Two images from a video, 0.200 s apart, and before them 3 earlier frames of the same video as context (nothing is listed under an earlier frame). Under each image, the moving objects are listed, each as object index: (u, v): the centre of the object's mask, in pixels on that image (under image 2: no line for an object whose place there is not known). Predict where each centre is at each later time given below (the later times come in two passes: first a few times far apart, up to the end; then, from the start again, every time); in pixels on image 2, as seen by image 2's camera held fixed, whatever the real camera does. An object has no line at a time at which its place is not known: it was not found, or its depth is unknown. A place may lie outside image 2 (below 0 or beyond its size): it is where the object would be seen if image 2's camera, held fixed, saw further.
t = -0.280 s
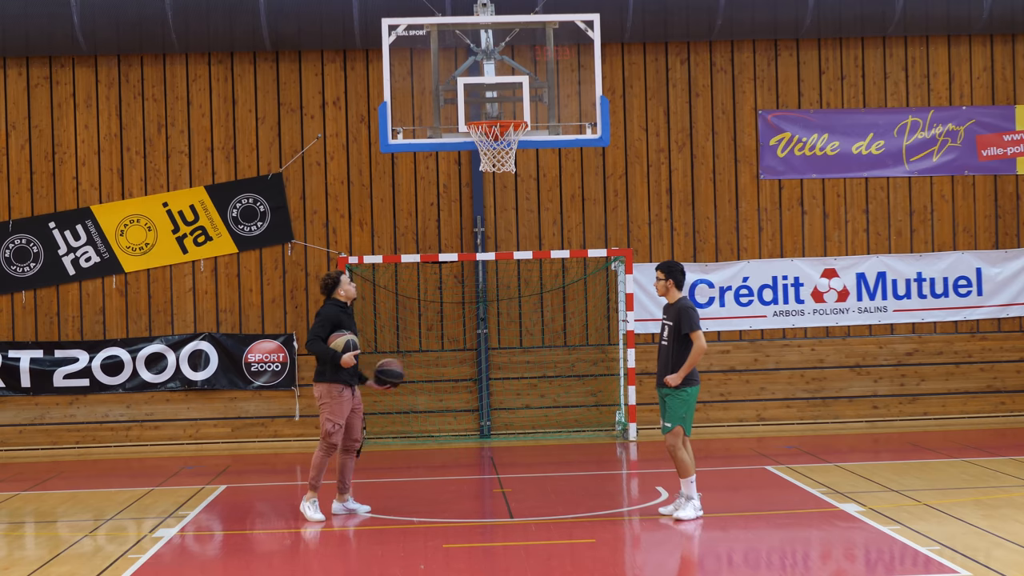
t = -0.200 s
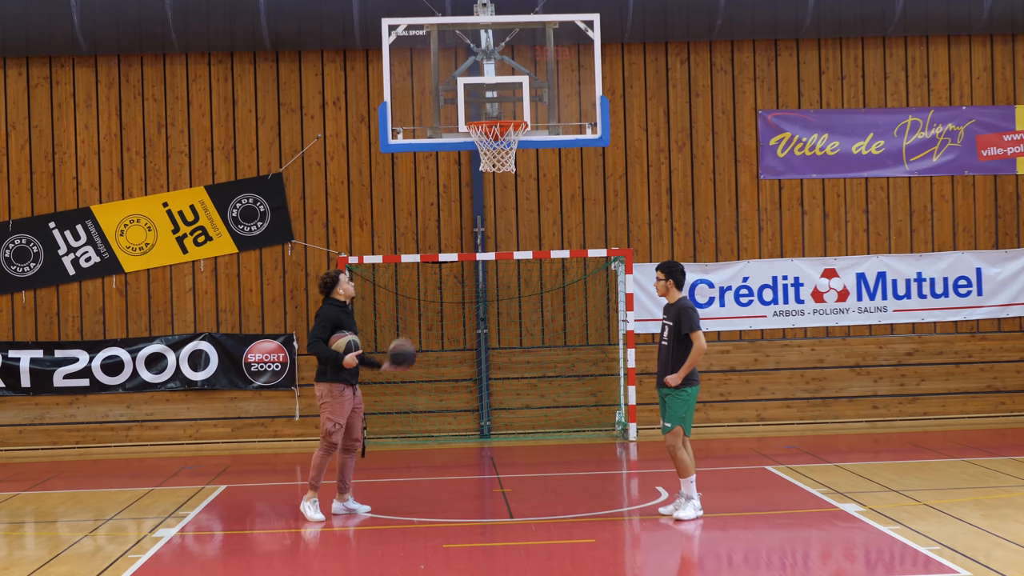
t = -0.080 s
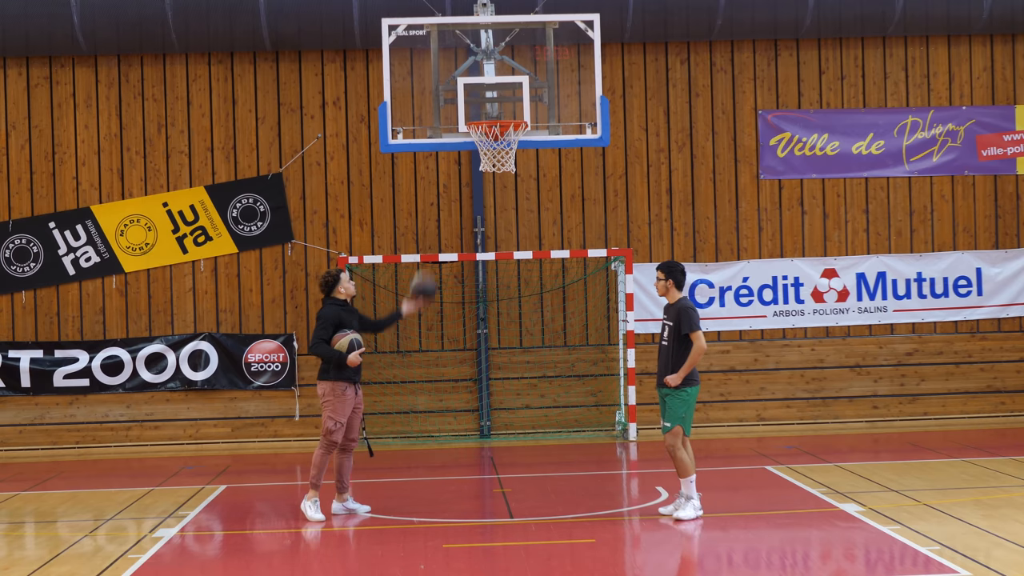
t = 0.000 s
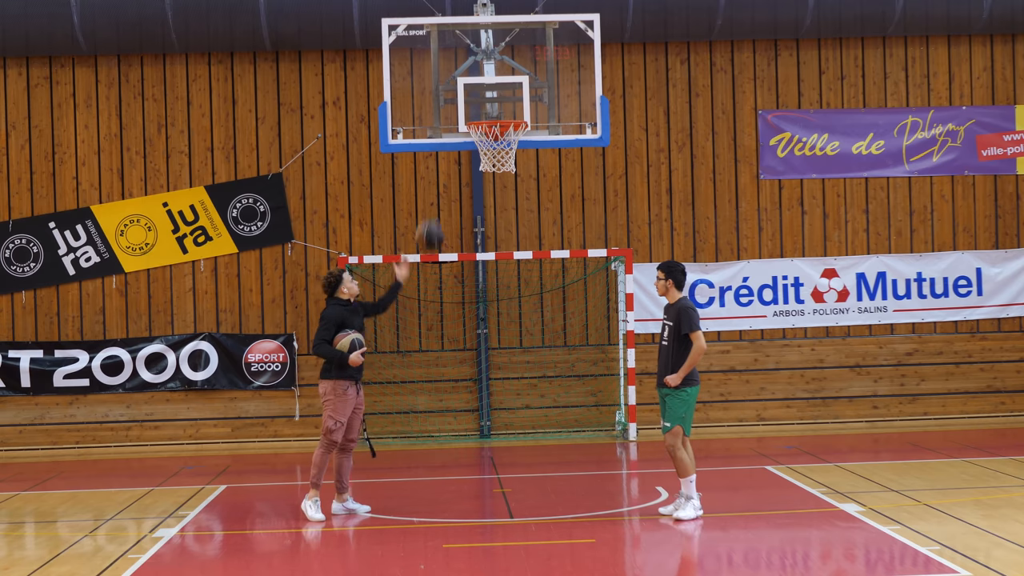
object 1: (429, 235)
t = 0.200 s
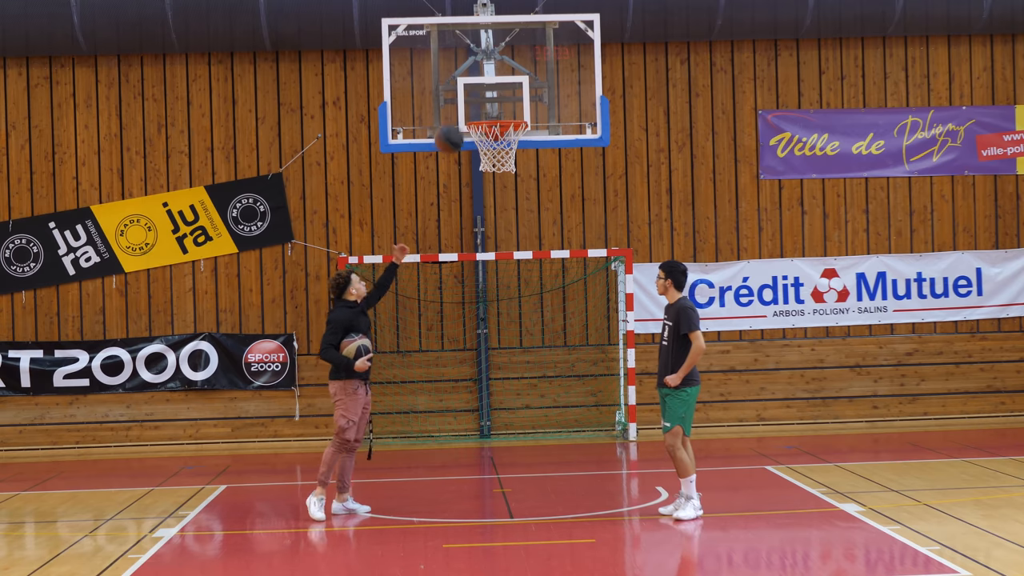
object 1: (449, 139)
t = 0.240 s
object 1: (452, 125)
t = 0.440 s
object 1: (470, 88)
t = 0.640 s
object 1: (485, 98)
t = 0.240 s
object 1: (452, 125)
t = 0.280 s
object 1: (455, 114)
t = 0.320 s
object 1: (460, 104)
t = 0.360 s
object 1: (463, 97)
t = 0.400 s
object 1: (467, 92)
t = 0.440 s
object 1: (470, 88)
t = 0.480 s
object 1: (472, 87)
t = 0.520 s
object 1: (475, 87)
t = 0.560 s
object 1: (478, 88)
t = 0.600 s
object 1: (481, 92)
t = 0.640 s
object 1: (485, 98)
